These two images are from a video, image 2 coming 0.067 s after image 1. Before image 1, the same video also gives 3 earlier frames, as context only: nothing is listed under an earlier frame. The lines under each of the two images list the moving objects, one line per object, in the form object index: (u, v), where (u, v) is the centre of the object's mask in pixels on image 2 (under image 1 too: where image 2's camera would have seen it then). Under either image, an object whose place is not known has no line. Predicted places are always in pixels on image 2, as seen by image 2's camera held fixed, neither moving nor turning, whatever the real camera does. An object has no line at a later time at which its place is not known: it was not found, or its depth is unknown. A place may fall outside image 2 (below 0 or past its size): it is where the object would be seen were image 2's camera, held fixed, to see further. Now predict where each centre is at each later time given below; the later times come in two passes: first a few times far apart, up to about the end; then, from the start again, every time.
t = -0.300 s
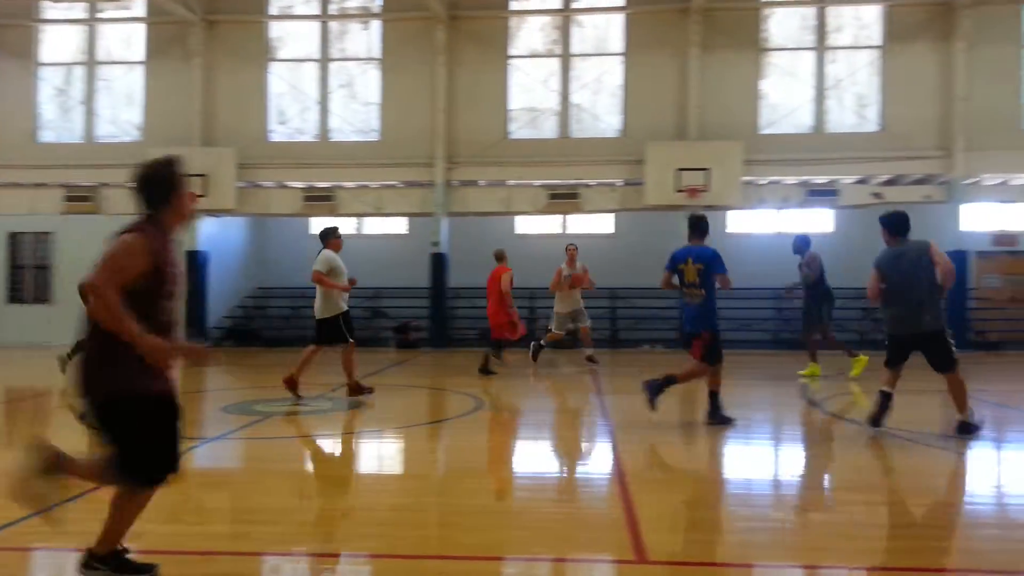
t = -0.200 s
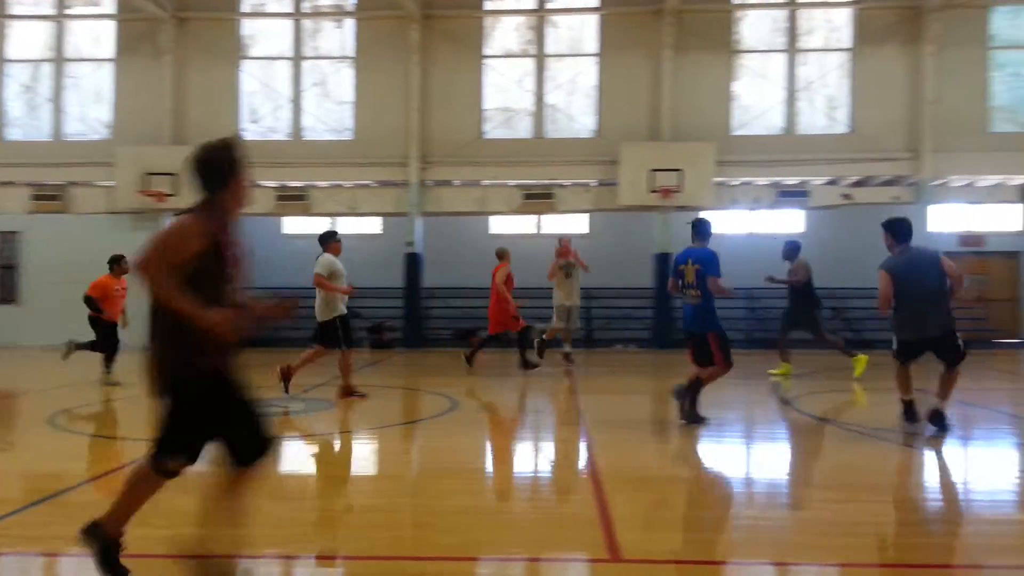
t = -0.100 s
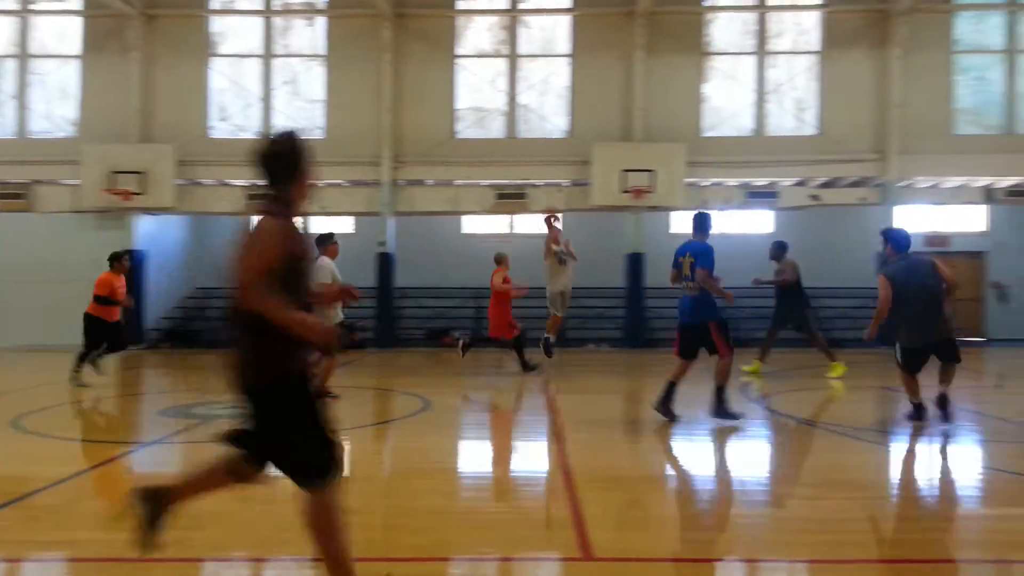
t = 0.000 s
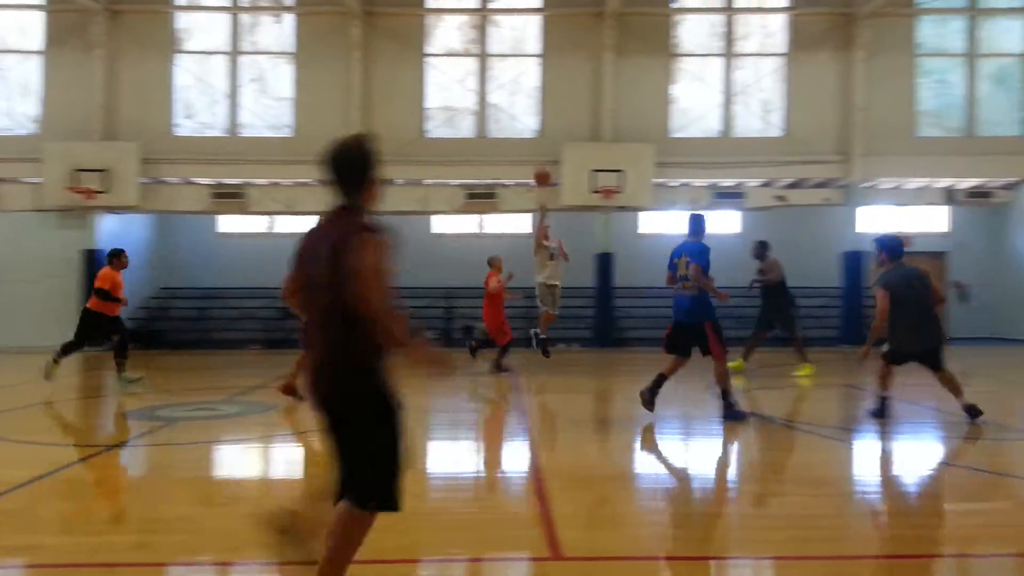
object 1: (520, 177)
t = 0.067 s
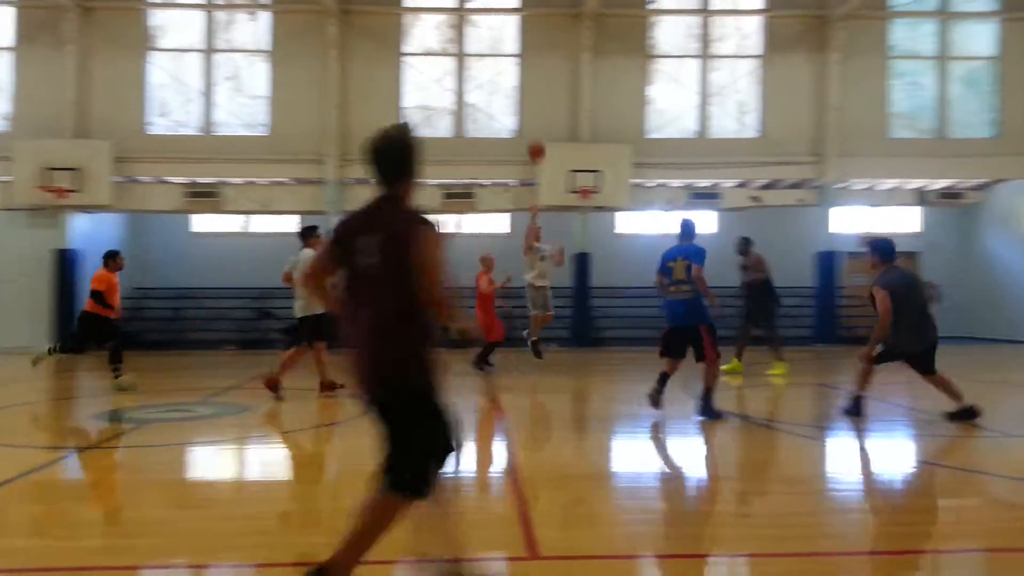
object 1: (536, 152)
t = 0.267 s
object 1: (594, 84)
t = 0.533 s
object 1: (702, 20)
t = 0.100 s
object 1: (545, 139)
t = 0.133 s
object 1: (554, 129)
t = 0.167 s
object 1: (564, 117)
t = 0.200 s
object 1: (573, 106)
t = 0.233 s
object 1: (584, 94)
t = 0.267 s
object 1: (594, 84)
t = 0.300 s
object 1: (605, 75)
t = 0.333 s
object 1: (616, 65)
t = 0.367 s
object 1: (629, 55)
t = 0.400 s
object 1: (642, 47)
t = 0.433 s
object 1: (655, 39)
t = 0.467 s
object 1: (670, 32)
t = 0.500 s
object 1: (686, 26)
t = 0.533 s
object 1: (702, 20)
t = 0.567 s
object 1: (719, 16)
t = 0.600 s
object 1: (737, 12)
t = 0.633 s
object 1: (758, 10)
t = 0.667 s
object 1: (779, 9)
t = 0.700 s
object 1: (802, 9)
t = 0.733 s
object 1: (827, 11)
